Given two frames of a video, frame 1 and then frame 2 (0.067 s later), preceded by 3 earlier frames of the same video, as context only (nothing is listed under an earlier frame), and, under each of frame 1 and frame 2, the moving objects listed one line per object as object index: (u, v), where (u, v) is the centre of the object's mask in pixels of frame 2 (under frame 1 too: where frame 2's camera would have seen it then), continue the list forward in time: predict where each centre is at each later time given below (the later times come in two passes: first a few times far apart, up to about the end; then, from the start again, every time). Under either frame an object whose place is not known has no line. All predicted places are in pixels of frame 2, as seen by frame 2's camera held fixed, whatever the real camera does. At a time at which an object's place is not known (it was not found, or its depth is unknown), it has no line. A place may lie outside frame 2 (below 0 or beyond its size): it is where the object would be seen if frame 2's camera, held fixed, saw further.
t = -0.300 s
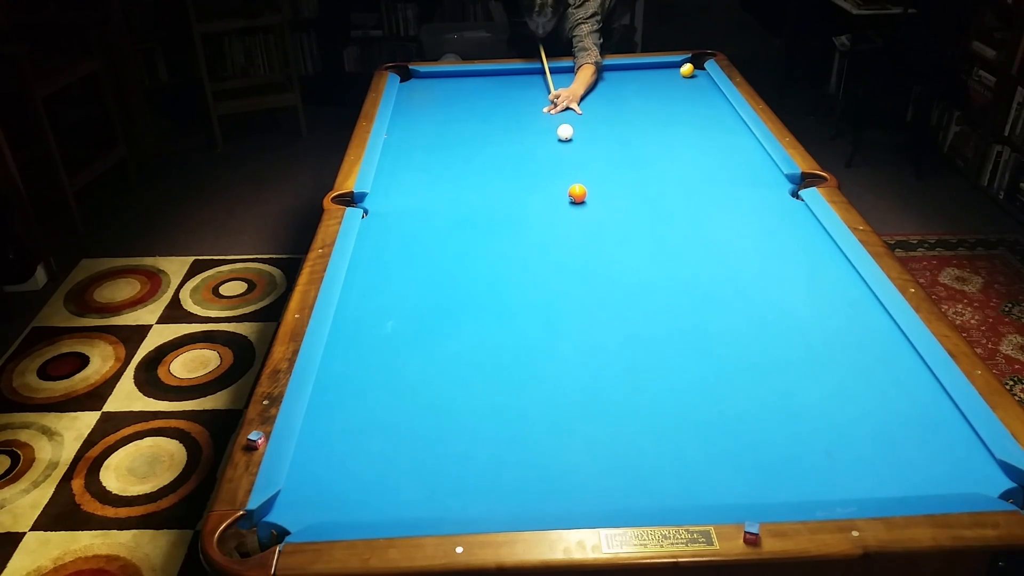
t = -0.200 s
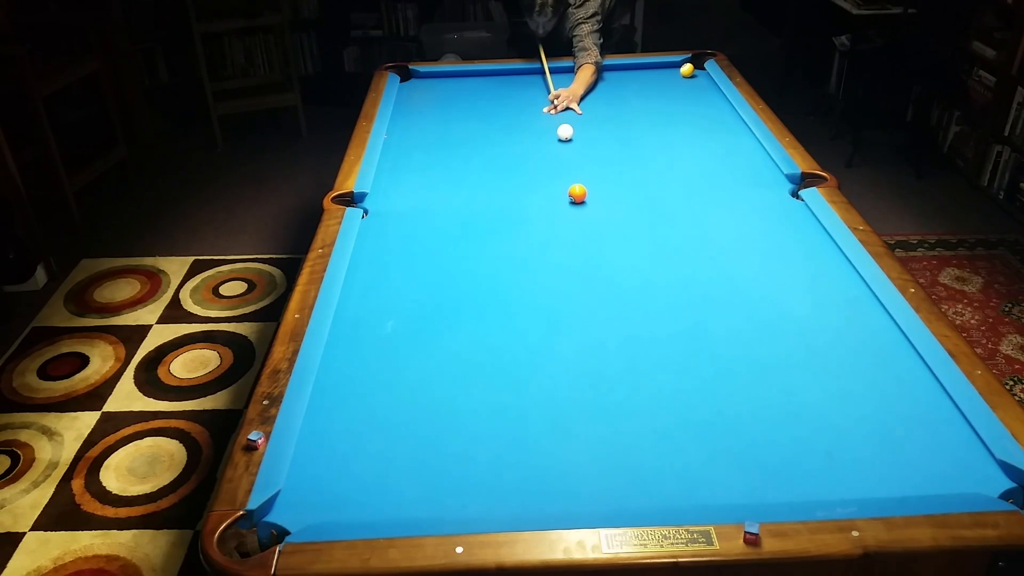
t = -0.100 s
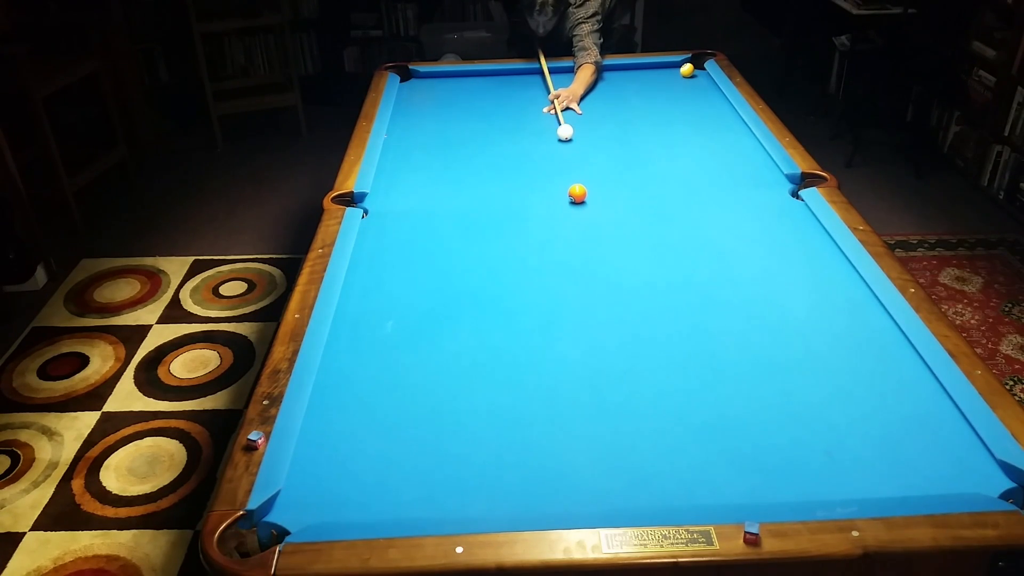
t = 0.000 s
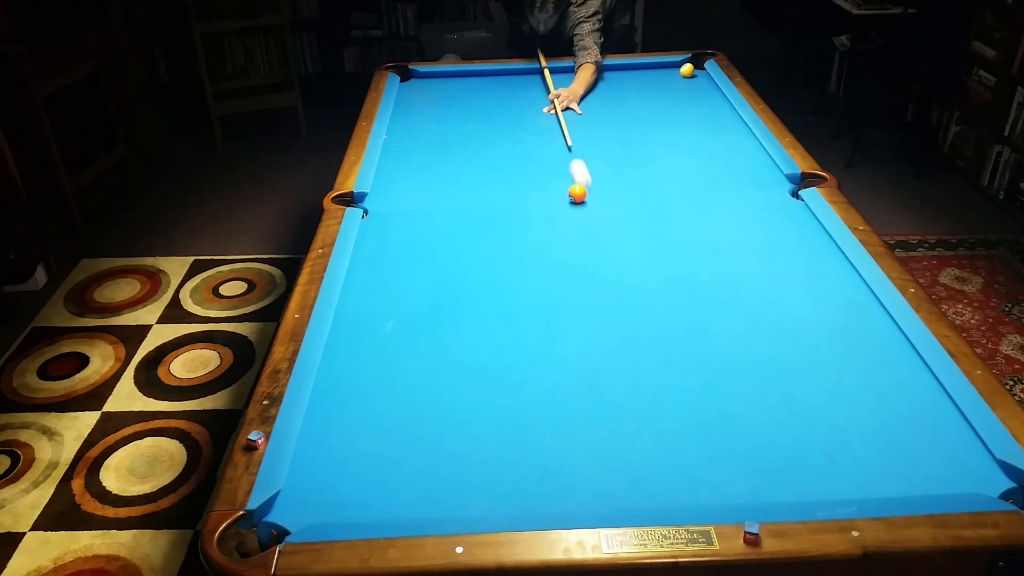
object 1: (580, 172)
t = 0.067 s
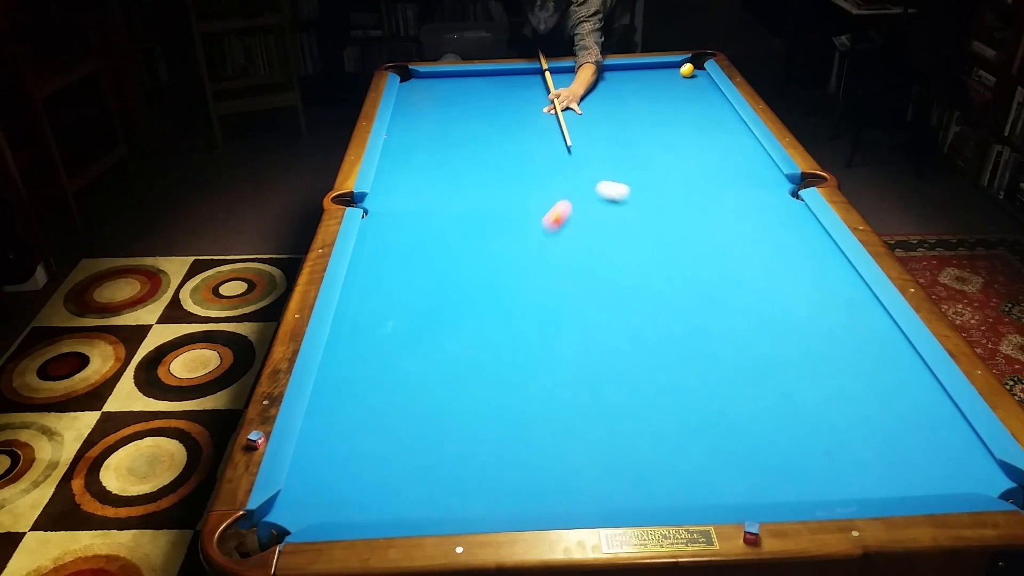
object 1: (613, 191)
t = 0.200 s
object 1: (688, 206)
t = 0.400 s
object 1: (799, 229)
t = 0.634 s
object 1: (766, 249)
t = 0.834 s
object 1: (718, 265)
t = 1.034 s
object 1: (669, 281)
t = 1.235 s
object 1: (620, 297)
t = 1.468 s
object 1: (560, 316)
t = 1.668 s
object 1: (507, 333)
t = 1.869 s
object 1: (452, 351)
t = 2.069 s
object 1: (397, 369)
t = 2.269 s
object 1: (338, 387)
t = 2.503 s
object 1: (359, 397)
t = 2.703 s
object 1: (396, 404)
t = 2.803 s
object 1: (413, 407)
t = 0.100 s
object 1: (632, 194)
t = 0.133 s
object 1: (651, 198)
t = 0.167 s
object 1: (670, 202)
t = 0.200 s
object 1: (688, 206)
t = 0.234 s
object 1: (705, 210)
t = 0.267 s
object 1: (723, 213)
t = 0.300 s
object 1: (741, 217)
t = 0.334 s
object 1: (760, 221)
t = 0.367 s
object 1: (779, 225)
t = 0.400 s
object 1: (799, 229)
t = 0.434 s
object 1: (815, 233)
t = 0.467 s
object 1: (809, 236)
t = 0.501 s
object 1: (799, 239)
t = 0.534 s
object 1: (789, 241)
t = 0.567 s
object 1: (781, 244)
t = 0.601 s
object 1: (774, 247)
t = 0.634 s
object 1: (766, 249)
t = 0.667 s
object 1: (758, 252)
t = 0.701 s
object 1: (750, 255)
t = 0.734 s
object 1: (742, 257)
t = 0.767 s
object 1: (735, 260)
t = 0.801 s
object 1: (726, 262)
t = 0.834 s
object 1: (718, 265)
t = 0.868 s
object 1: (710, 268)
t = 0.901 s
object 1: (702, 270)
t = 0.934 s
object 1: (694, 273)
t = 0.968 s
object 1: (686, 276)
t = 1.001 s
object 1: (678, 278)
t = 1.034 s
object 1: (669, 281)
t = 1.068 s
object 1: (661, 284)
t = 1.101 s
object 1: (653, 286)
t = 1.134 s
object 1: (645, 289)
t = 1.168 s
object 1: (636, 292)
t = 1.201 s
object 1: (628, 294)
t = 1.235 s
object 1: (620, 297)
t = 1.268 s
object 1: (611, 300)
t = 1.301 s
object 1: (603, 303)
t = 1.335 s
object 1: (594, 306)
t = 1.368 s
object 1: (586, 308)
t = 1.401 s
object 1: (577, 311)
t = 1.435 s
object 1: (568, 314)
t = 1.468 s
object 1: (560, 316)
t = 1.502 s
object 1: (551, 319)
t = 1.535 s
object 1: (542, 322)
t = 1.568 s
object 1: (534, 325)
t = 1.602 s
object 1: (525, 328)
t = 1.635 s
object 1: (516, 331)
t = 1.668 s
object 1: (507, 333)
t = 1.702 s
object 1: (498, 336)
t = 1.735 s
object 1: (489, 339)
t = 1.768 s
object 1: (480, 342)
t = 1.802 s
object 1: (471, 345)
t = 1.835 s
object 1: (462, 348)
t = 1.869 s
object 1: (452, 351)
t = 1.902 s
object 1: (443, 354)
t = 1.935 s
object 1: (434, 357)
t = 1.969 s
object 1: (425, 360)
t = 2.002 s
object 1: (415, 363)
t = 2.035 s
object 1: (406, 366)
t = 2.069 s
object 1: (397, 369)
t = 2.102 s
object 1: (387, 372)
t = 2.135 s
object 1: (377, 375)
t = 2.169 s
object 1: (368, 378)
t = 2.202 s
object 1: (358, 381)
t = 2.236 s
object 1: (348, 384)
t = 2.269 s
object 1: (338, 387)
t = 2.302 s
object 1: (329, 390)
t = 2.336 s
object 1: (329, 392)
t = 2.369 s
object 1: (335, 393)
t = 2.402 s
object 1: (341, 394)
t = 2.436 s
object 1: (347, 395)
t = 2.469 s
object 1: (353, 396)
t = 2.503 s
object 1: (359, 397)
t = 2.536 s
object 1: (366, 398)
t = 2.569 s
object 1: (372, 400)
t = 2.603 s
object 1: (378, 401)
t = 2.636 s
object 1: (384, 402)
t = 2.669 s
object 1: (390, 403)
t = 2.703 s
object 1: (396, 404)
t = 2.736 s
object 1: (401, 405)
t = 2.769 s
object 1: (407, 406)
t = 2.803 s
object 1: (413, 407)
